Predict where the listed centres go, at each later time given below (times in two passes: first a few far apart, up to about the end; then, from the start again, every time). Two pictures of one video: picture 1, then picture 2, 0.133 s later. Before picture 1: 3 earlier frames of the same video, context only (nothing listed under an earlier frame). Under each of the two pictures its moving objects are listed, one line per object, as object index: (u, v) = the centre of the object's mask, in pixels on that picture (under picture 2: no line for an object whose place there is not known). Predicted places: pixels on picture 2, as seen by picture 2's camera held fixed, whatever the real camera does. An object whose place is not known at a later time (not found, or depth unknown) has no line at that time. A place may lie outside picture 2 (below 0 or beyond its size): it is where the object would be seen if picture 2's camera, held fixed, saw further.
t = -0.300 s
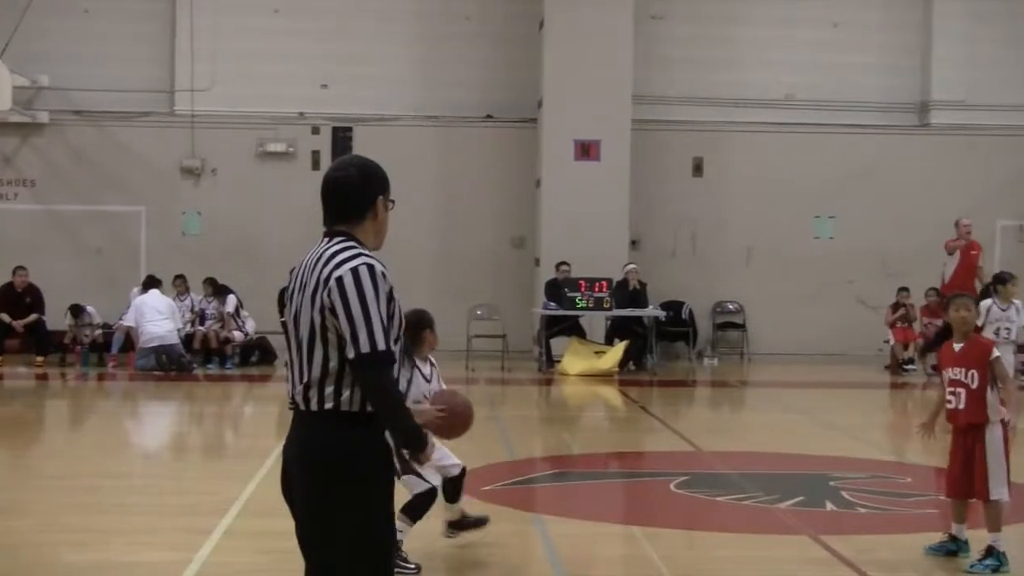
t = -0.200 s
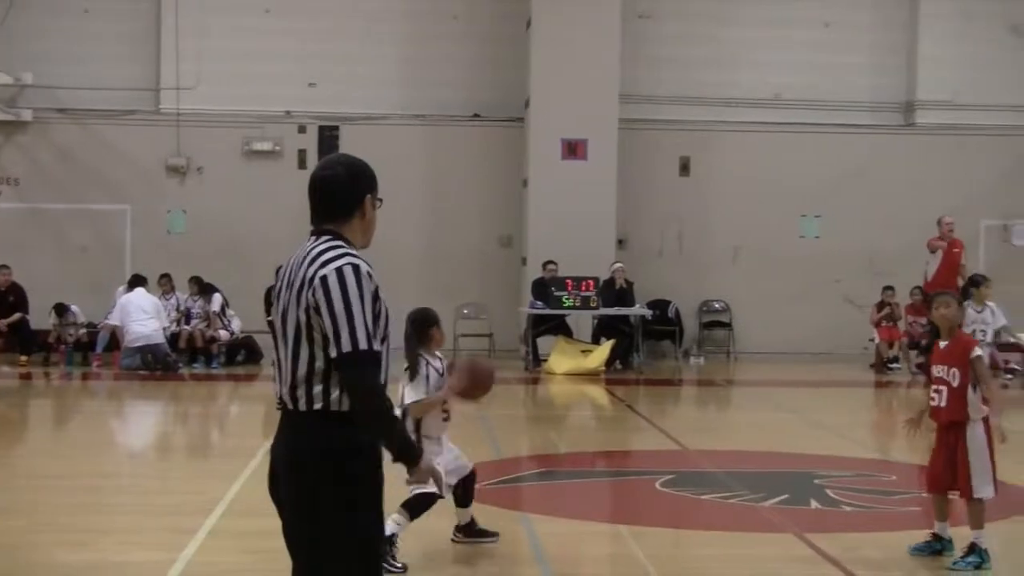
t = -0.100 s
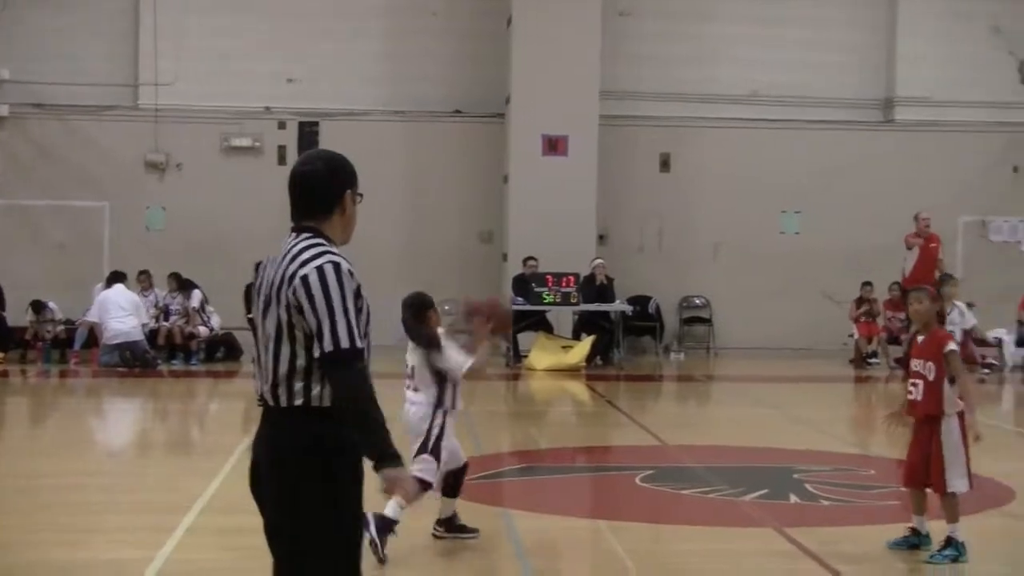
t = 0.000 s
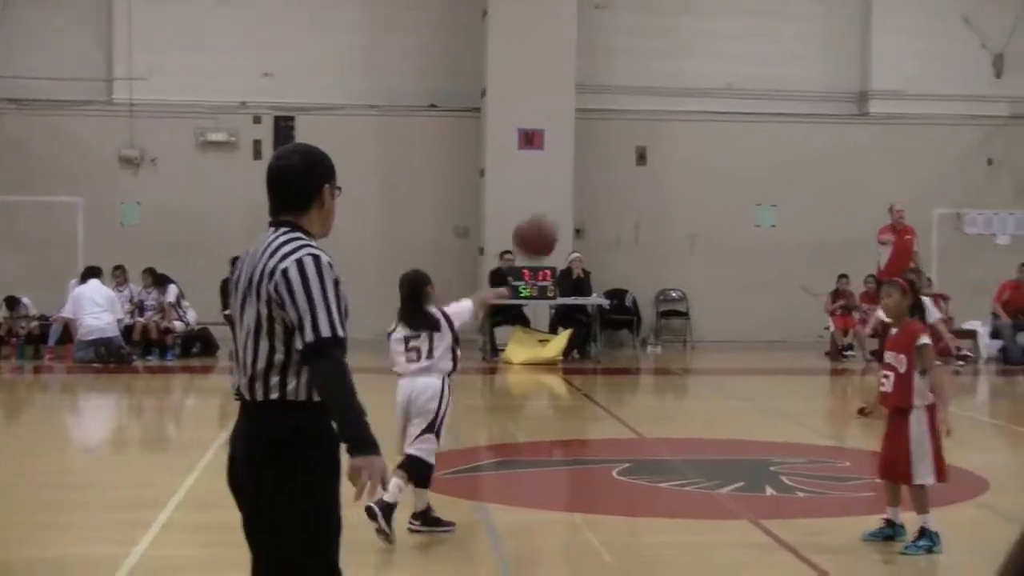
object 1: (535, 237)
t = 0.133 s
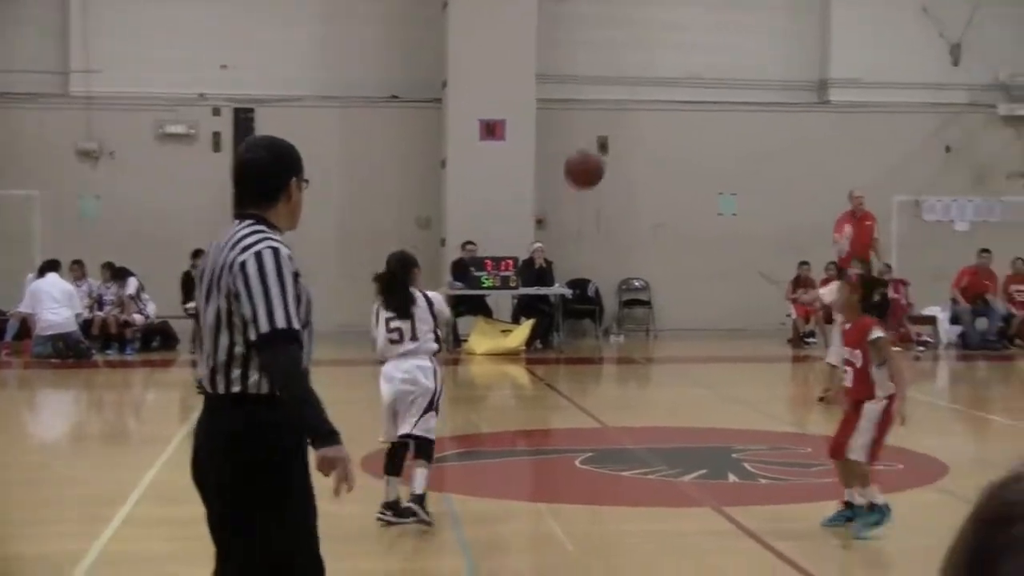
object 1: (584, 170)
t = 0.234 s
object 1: (639, 149)
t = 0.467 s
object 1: (743, 161)
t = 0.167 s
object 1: (603, 159)
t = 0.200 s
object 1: (621, 154)
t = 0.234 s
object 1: (639, 149)
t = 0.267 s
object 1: (655, 146)
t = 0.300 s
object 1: (671, 144)
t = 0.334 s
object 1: (687, 144)
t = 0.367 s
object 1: (701, 146)
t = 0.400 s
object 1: (716, 150)
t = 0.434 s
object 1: (730, 154)
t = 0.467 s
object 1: (743, 161)
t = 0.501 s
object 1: (755, 168)
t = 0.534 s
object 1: (768, 179)
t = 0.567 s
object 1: (780, 188)
